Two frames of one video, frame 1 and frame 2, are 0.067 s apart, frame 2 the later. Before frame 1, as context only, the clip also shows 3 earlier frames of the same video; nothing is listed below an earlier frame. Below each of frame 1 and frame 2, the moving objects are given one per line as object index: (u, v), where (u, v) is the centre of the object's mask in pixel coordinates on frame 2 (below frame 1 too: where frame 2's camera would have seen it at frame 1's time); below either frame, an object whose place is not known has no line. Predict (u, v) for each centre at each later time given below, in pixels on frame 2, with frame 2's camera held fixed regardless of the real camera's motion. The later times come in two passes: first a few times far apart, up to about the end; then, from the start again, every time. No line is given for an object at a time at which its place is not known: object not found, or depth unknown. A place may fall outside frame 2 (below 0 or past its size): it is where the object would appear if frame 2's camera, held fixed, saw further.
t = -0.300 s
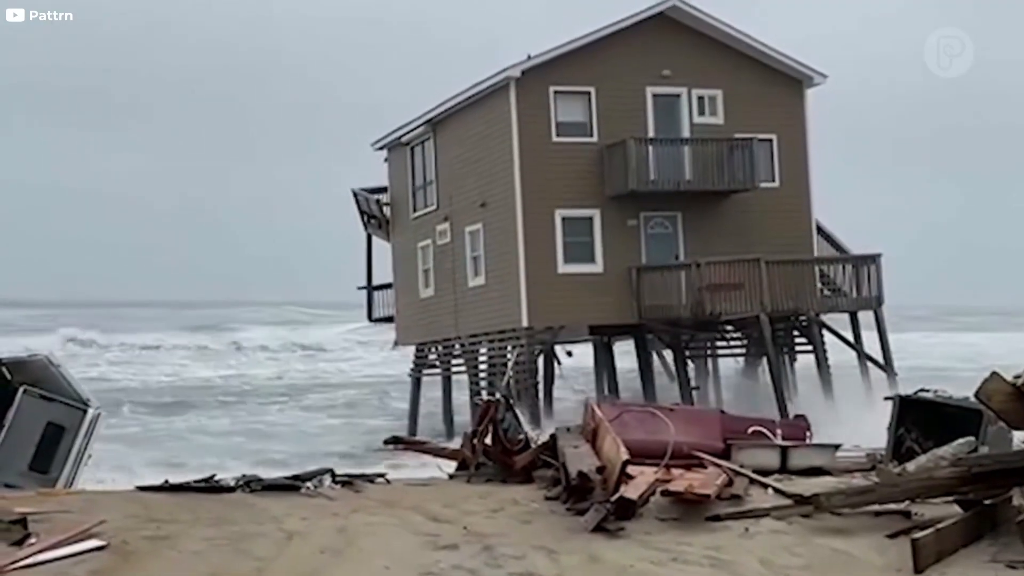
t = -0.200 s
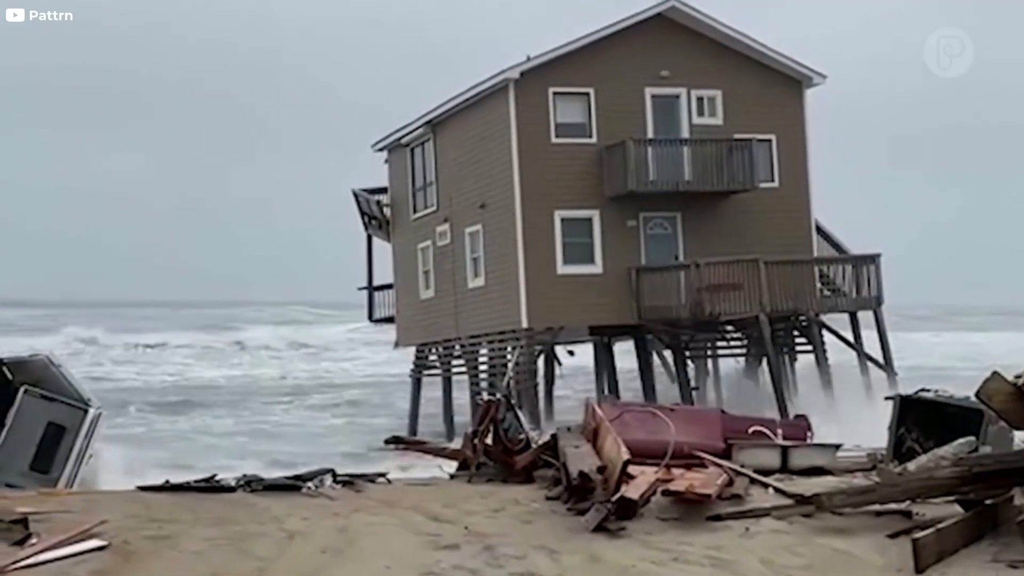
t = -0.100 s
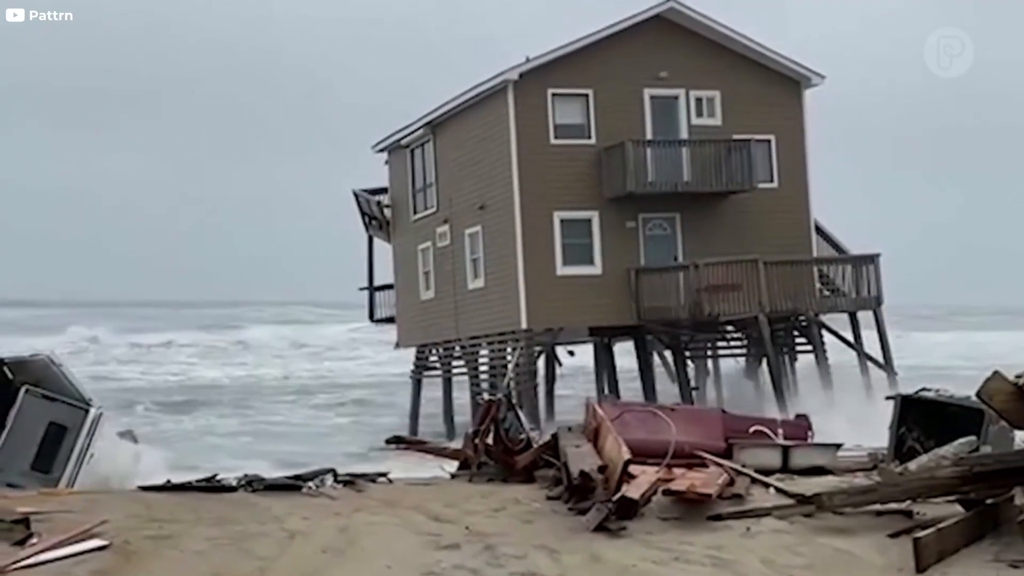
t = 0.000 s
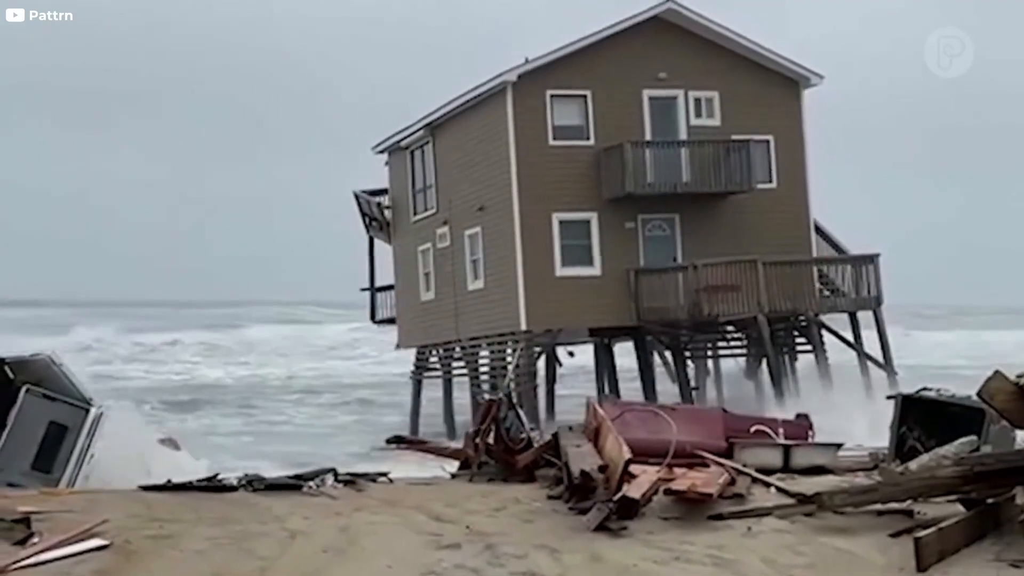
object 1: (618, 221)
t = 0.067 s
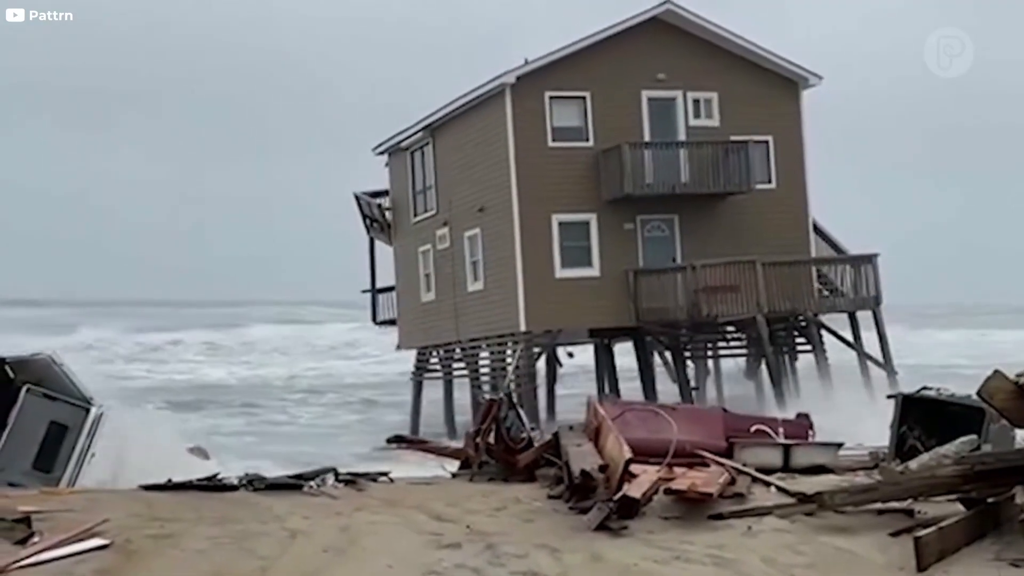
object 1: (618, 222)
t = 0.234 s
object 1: (617, 226)
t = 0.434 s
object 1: (616, 230)
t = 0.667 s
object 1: (616, 235)
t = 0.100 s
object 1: (618, 223)
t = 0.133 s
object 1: (617, 224)
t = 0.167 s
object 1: (618, 224)
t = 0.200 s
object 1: (618, 225)
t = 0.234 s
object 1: (617, 226)
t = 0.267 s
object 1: (617, 226)
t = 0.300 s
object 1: (616, 227)
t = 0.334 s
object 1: (616, 228)
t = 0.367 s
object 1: (615, 229)
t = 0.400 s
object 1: (616, 229)
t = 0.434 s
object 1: (616, 230)
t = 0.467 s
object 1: (615, 231)
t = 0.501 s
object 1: (615, 232)
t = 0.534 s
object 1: (615, 232)
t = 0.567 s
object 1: (615, 234)
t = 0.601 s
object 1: (616, 234)
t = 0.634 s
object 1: (616, 235)
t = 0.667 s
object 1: (616, 235)
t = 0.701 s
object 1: (616, 235)
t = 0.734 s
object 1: (618, 235)
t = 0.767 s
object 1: (617, 235)
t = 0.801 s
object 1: (616, 234)
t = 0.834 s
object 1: (615, 231)
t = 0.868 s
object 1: (614, 230)
